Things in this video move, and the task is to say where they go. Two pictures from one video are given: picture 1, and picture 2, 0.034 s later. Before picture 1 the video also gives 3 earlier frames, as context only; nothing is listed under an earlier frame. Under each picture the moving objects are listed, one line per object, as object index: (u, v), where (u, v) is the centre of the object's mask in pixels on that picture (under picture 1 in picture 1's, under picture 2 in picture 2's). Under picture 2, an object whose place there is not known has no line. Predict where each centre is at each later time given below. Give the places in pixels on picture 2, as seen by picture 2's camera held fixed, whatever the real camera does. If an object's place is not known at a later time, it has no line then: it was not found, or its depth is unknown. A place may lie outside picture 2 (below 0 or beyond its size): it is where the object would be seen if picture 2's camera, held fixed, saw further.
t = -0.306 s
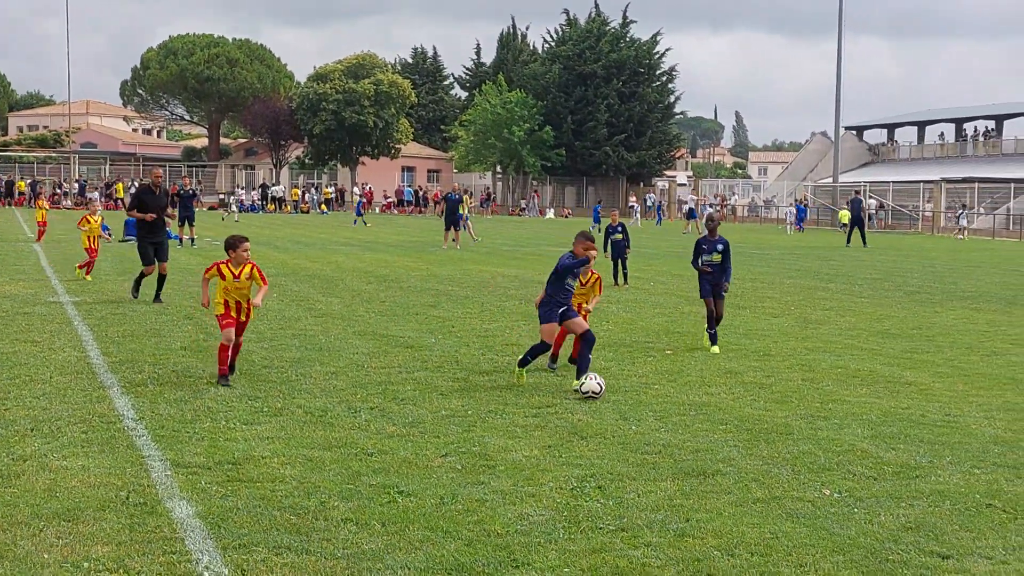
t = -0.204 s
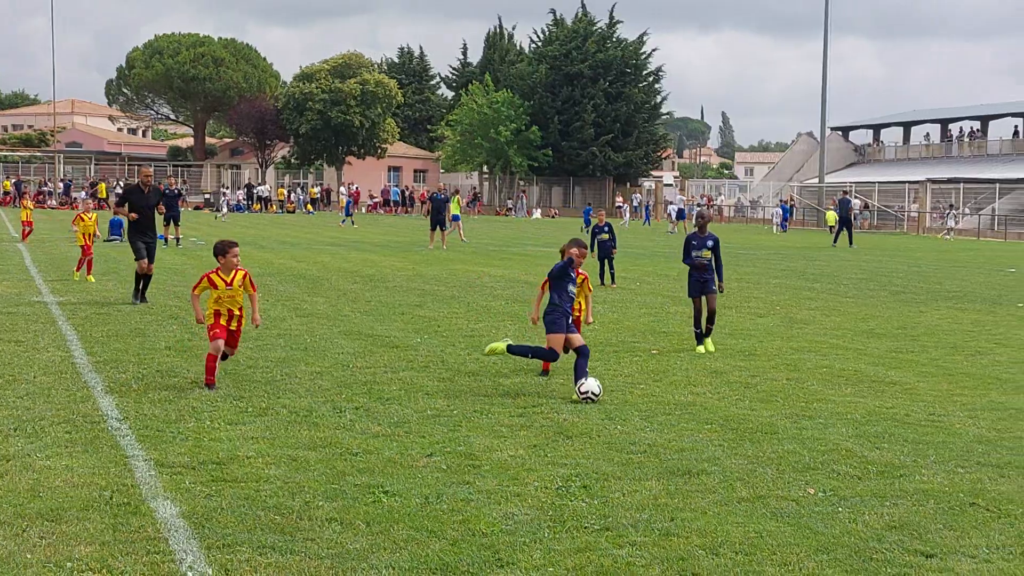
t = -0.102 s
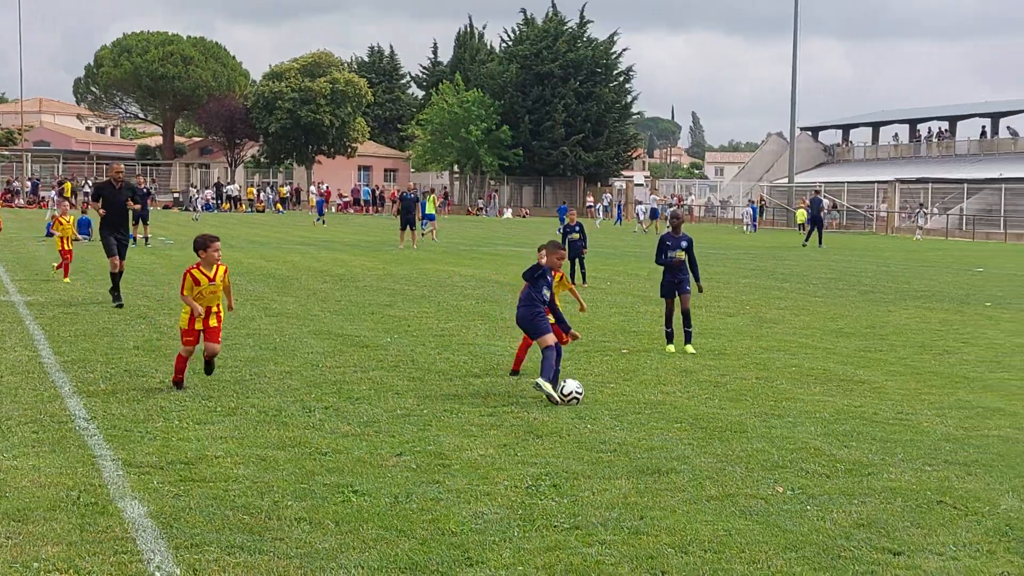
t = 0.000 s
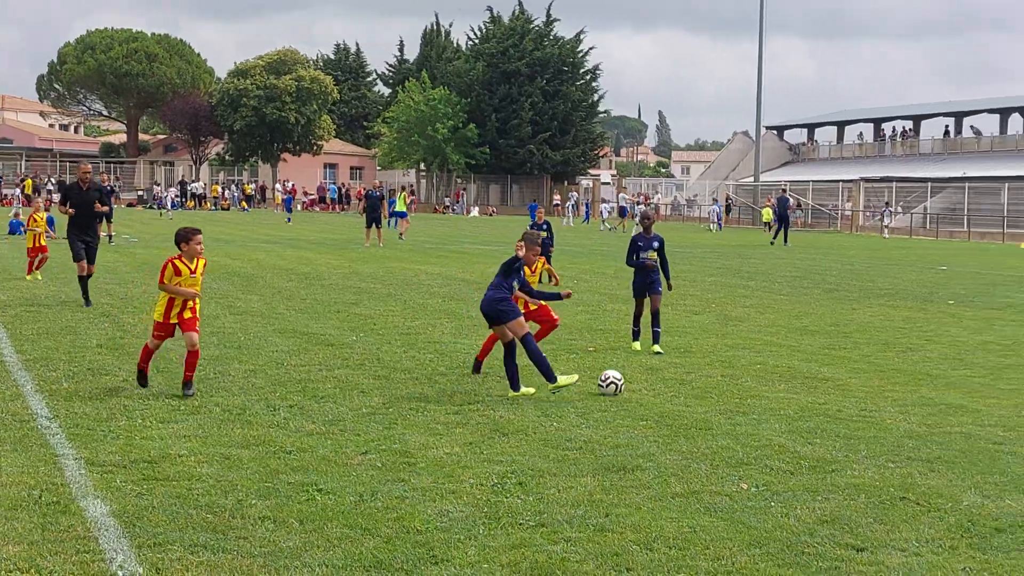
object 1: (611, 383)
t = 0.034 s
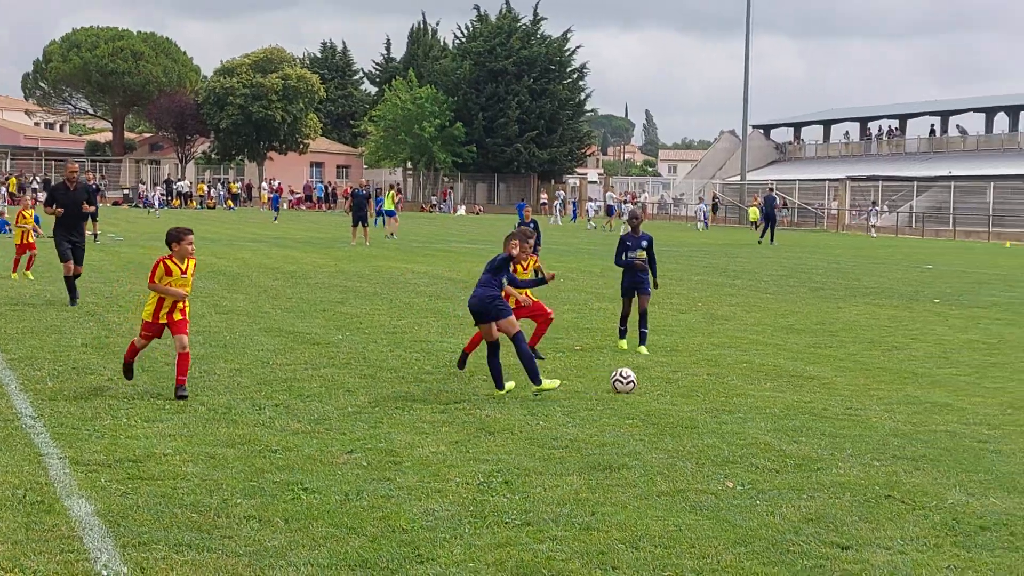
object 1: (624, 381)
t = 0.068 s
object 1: (647, 380)
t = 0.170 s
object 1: (704, 373)
